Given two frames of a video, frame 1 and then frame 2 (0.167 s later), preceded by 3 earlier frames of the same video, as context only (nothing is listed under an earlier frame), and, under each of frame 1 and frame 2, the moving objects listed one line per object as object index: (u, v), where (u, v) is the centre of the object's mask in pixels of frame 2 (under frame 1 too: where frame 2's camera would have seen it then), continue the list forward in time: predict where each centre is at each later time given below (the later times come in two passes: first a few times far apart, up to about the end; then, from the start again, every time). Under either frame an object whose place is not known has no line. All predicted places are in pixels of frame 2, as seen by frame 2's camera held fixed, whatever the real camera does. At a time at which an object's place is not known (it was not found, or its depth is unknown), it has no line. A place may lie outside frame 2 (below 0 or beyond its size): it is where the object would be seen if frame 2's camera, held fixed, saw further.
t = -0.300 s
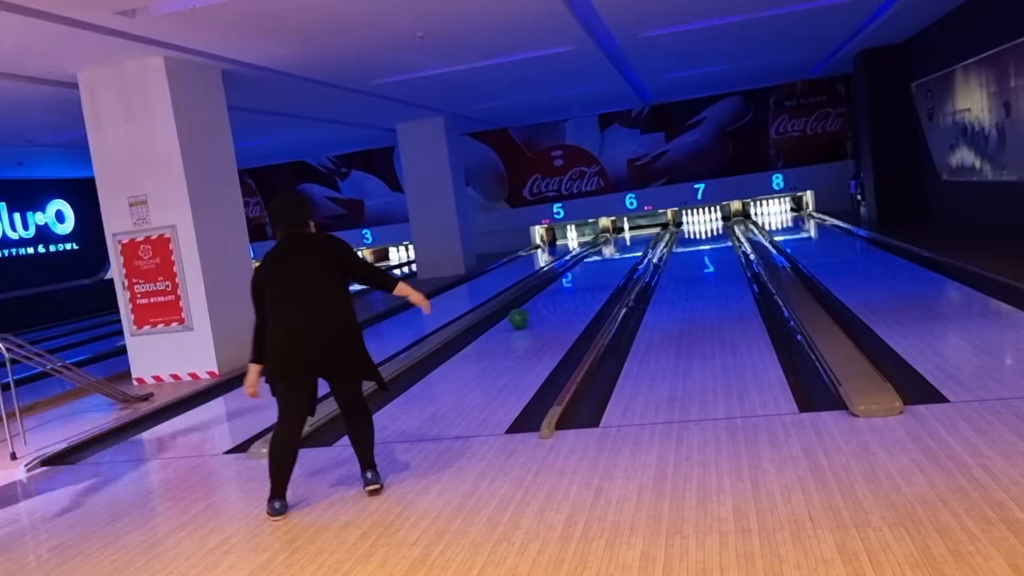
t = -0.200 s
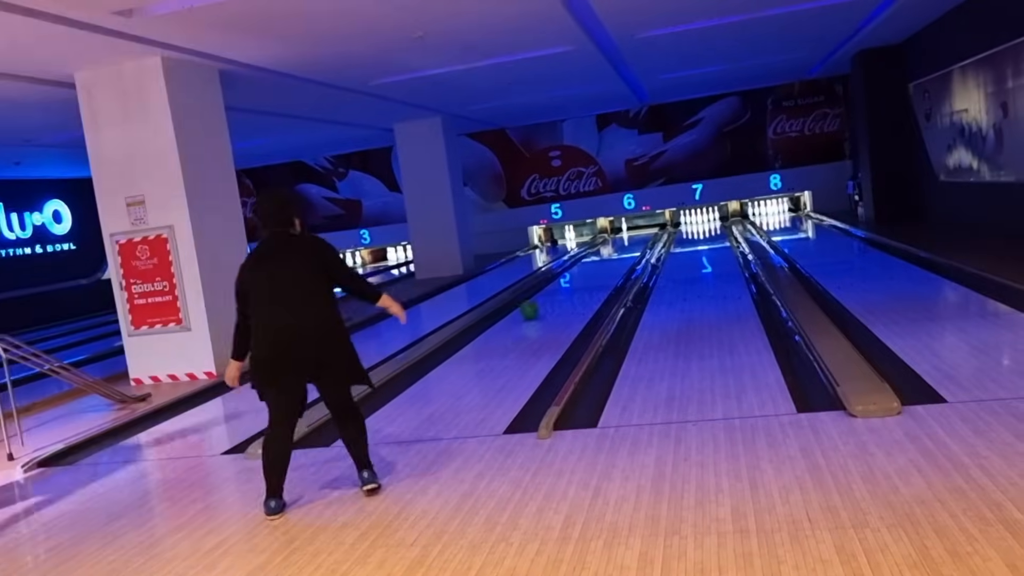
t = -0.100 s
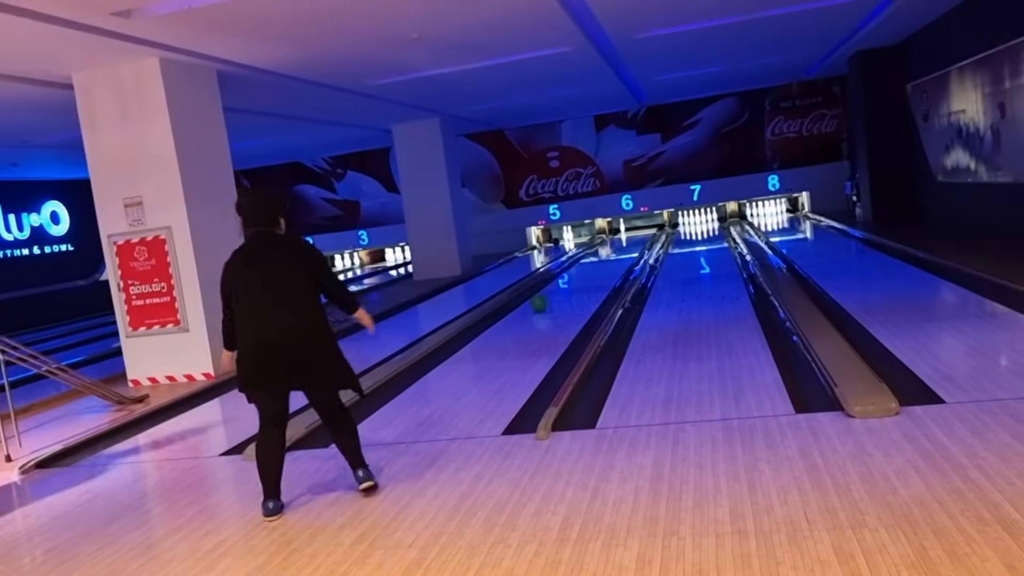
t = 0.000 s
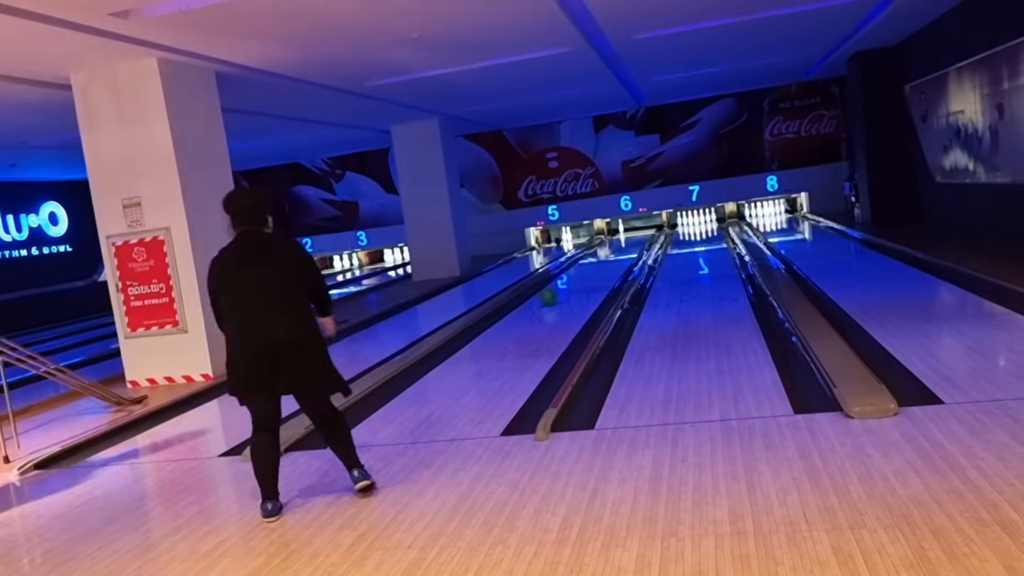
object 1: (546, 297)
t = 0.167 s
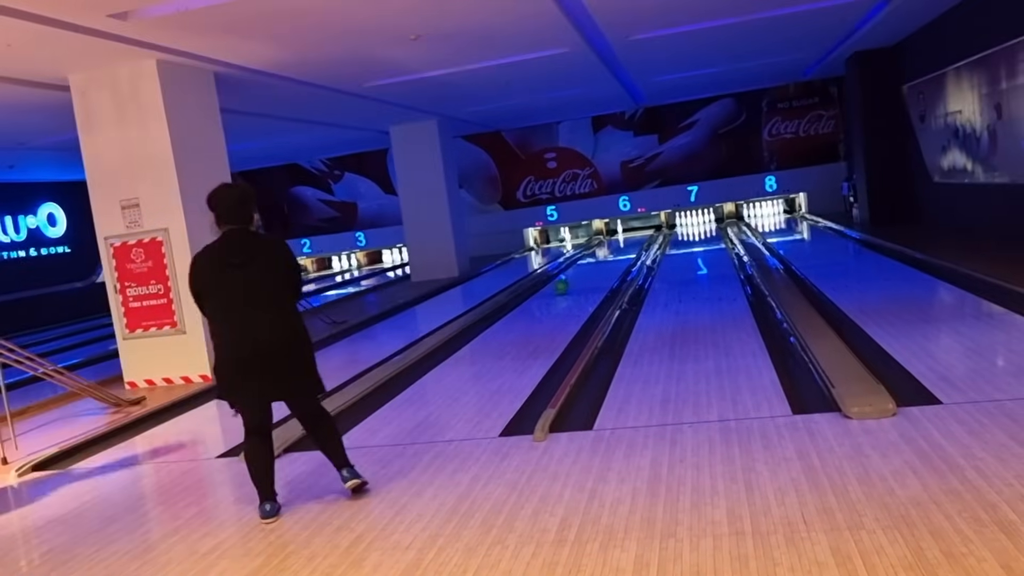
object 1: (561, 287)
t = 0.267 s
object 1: (570, 281)
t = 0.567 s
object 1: (589, 267)
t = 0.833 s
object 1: (601, 258)
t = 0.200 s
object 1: (564, 284)
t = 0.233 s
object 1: (566, 283)
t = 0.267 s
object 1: (570, 281)
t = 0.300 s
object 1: (571, 279)
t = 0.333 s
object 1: (573, 278)
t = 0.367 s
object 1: (576, 277)
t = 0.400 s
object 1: (578, 275)
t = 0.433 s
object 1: (580, 274)
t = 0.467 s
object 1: (582, 272)
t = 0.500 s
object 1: (584, 270)
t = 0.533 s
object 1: (585, 269)
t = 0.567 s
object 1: (589, 267)
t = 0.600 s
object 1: (590, 266)
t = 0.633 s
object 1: (591, 263)
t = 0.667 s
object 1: (593, 264)
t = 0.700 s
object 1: (594, 262)
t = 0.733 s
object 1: (596, 261)
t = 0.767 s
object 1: (598, 260)
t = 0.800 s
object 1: (600, 259)
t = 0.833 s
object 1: (601, 258)
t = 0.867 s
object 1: (603, 257)
